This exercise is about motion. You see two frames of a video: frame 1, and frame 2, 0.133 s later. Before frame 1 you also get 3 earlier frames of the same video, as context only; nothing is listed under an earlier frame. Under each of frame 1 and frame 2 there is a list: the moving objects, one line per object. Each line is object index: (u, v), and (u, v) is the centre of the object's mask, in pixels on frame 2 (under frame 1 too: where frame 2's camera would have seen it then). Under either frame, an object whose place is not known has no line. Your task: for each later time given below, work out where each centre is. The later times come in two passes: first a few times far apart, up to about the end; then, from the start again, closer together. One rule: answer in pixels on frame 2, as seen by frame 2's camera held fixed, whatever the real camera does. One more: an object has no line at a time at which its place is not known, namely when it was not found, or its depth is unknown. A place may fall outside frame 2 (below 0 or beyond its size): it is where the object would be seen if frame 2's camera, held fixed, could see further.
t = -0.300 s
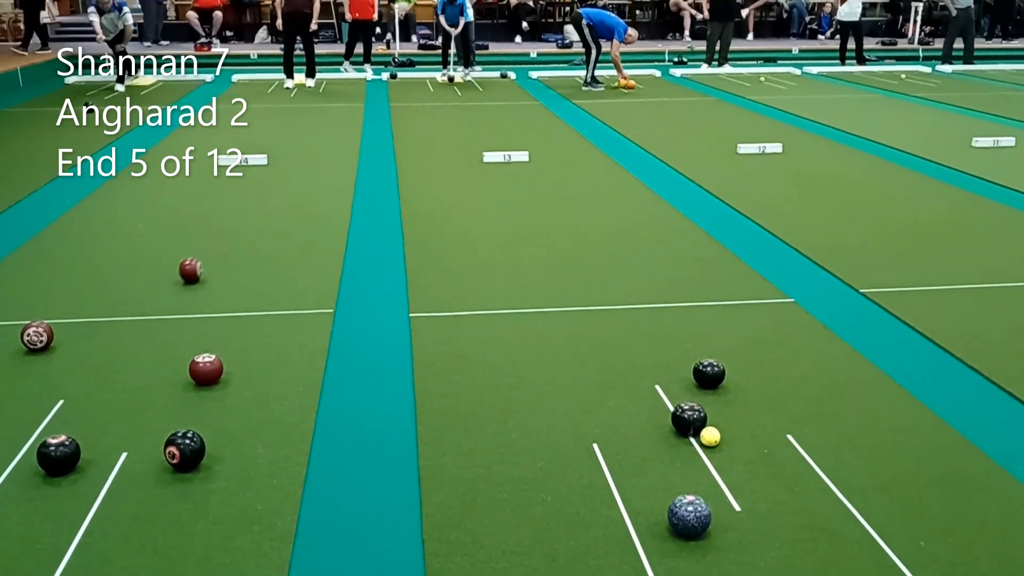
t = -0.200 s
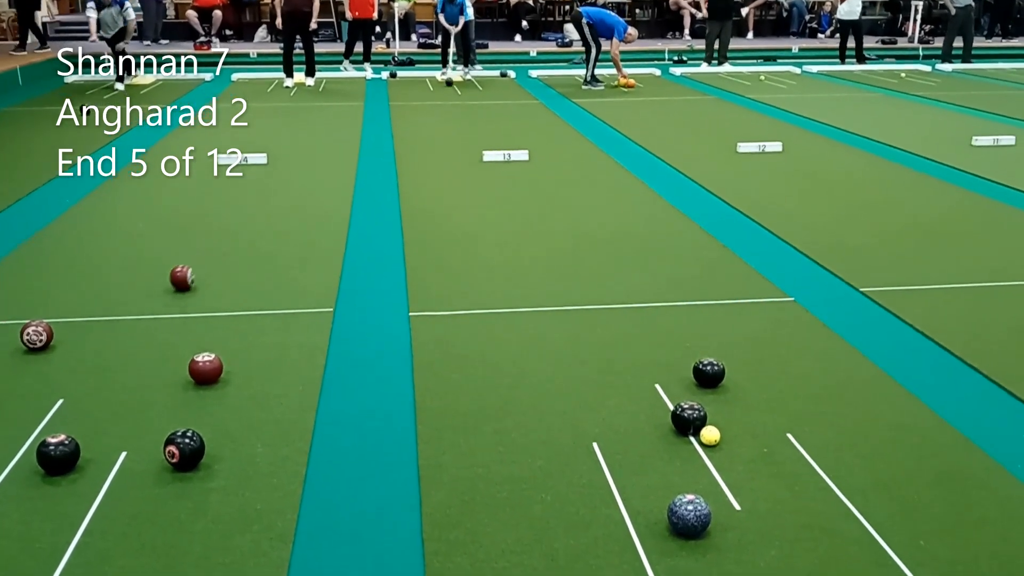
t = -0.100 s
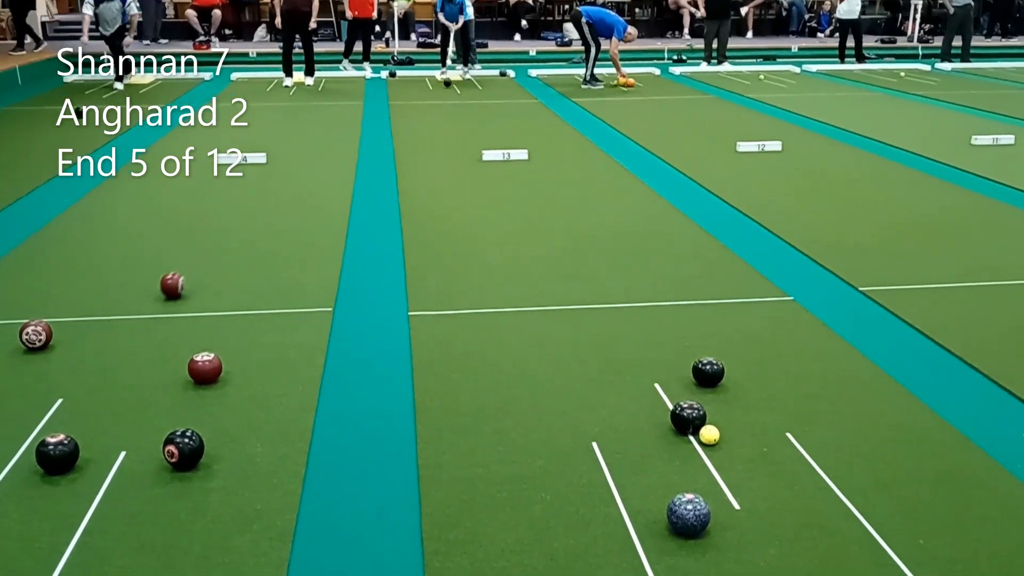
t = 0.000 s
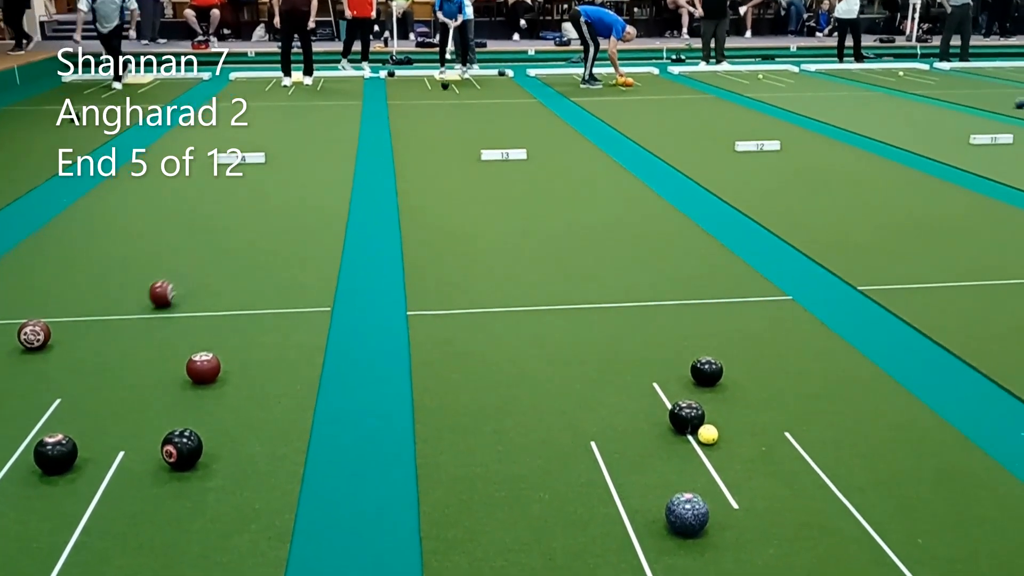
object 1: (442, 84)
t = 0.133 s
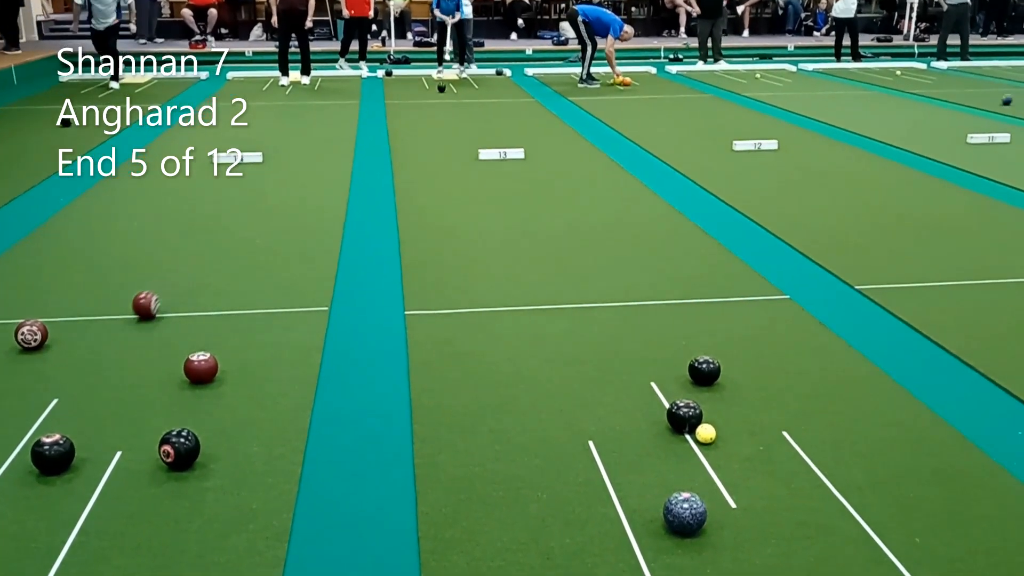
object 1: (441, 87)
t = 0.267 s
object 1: (440, 91)
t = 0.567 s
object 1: (438, 97)
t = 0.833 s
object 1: (437, 104)
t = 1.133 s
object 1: (436, 113)
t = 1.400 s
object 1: (436, 121)
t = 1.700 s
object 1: (437, 130)
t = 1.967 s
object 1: (439, 140)
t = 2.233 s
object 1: (441, 149)
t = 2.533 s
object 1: (446, 162)
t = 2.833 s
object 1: (451, 173)
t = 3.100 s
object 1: (458, 186)
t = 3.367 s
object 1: (466, 199)
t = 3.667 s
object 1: (476, 214)
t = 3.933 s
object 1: (488, 229)
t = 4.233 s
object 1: (504, 247)
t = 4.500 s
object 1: (519, 264)
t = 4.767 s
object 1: (537, 282)
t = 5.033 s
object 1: (557, 300)
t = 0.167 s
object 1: (441, 89)
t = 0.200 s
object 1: (441, 89)
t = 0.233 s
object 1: (440, 90)
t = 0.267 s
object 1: (440, 91)
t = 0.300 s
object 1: (440, 91)
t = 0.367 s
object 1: (440, 92)
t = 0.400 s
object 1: (439, 93)
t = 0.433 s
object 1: (439, 94)
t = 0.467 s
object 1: (439, 95)
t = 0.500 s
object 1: (439, 95)
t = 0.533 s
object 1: (438, 96)
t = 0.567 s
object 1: (438, 97)
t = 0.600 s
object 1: (438, 98)
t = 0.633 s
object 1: (438, 99)
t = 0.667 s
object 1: (438, 100)
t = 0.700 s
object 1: (437, 100)
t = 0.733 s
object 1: (437, 101)
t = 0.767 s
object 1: (437, 102)
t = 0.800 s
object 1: (437, 103)
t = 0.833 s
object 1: (437, 104)
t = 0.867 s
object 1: (437, 105)
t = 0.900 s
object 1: (437, 106)
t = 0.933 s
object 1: (436, 107)
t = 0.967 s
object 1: (436, 108)
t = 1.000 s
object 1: (436, 109)
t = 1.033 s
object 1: (436, 110)
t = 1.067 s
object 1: (436, 111)
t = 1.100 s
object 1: (436, 112)
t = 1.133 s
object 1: (436, 113)
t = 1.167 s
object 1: (436, 114)
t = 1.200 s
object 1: (436, 114)
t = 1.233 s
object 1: (436, 115)
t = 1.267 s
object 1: (436, 116)
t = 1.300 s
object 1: (436, 118)
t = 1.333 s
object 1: (436, 118)
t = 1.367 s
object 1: (436, 120)
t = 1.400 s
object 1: (436, 121)
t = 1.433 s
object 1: (436, 122)
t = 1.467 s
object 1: (436, 123)
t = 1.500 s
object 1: (436, 124)
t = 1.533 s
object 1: (436, 125)
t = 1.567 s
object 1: (436, 126)
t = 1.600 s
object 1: (436, 127)
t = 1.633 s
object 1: (436, 128)
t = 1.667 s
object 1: (437, 129)
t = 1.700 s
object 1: (437, 130)
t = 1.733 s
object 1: (437, 131)
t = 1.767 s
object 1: (437, 133)
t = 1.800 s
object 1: (437, 134)
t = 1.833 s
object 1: (437, 135)
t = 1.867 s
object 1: (438, 136)
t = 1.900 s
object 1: (438, 137)
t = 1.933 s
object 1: (438, 138)
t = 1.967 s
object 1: (439, 140)
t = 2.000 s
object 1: (439, 141)
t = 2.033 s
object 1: (439, 142)
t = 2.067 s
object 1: (439, 143)
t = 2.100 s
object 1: (440, 144)
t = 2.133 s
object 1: (440, 146)
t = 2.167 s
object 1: (440, 147)
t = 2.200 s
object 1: (441, 148)
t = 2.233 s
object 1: (441, 149)
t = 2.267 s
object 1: (442, 151)
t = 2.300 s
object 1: (442, 152)
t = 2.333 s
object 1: (442, 153)
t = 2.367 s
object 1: (443, 155)
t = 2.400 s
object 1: (443, 156)
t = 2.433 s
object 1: (444, 158)
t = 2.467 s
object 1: (445, 159)
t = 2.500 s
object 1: (445, 161)
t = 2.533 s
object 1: (446, 162)
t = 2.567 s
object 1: (446, 163)
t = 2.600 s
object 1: (447, 165)
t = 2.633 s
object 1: (448, 166)
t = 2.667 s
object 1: (448, 167)
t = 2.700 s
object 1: (449, 169)
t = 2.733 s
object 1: (450, 170)
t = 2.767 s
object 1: (451, 172)
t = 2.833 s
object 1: (451, 173)
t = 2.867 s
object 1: (452, 175)
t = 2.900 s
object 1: (453, 176)
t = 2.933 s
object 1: (453, 178)
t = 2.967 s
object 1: (454, 179)
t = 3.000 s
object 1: (455, 181)
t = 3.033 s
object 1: (456, 182)
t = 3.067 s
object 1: (457, 184)
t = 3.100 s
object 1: (458, 186)
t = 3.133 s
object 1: (459, 187)
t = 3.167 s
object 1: (459, 189)
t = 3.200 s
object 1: (460, 190)
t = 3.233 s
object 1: (461, 192)
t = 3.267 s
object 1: (462, 194)
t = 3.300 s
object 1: (463, 195)
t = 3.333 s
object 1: (464, 197)
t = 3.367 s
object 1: (466, 199)
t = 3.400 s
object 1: (467, 200)
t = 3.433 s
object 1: (468, 202)
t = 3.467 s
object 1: (469, 204)
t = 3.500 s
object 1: (470, 205)
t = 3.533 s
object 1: (471, 207)
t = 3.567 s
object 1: (472, 209)
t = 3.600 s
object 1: (474, 211)
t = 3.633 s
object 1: (475, 213)
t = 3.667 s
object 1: (476, 214)
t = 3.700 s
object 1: (478, 216)
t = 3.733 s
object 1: (479, 218)
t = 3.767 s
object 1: (481, 220)
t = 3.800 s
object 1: (482, 222)
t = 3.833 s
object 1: (484, 224)
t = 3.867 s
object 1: (485, 225)
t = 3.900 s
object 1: (487, 227)
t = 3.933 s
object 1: (488, 229)
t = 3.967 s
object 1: (490, 231)
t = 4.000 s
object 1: (491, 233)
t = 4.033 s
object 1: (493, 235)
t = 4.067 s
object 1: (495, 237)
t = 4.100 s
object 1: (496, 239)
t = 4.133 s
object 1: (498, 241)
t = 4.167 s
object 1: (500, 243)
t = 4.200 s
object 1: (502, 245)
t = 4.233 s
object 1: (504, 247)
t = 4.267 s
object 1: (505, 249)
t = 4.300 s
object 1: (507, 251)
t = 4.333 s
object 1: (509, 253)
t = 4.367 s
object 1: (511, 255)
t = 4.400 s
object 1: (513, 258)
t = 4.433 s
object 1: (515, 260)
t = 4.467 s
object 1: (517, 262)
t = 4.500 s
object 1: (519, 264)
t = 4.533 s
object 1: (522, 266)
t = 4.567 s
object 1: (524, 268)
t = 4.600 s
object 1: (526, 270)
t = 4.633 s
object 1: (528, 273)
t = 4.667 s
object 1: (530, 275)
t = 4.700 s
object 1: (533, 277)
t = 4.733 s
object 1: (535, 279)
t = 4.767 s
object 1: (537, 282)
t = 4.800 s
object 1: (540, 284)
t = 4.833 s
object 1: (542, 286)
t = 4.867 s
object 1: (545, 288)
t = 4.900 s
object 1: (547, 291)
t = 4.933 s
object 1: (550, 293)
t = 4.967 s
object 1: (552, 295)
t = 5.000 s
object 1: (555, 297)
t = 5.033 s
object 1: (557, 300)
